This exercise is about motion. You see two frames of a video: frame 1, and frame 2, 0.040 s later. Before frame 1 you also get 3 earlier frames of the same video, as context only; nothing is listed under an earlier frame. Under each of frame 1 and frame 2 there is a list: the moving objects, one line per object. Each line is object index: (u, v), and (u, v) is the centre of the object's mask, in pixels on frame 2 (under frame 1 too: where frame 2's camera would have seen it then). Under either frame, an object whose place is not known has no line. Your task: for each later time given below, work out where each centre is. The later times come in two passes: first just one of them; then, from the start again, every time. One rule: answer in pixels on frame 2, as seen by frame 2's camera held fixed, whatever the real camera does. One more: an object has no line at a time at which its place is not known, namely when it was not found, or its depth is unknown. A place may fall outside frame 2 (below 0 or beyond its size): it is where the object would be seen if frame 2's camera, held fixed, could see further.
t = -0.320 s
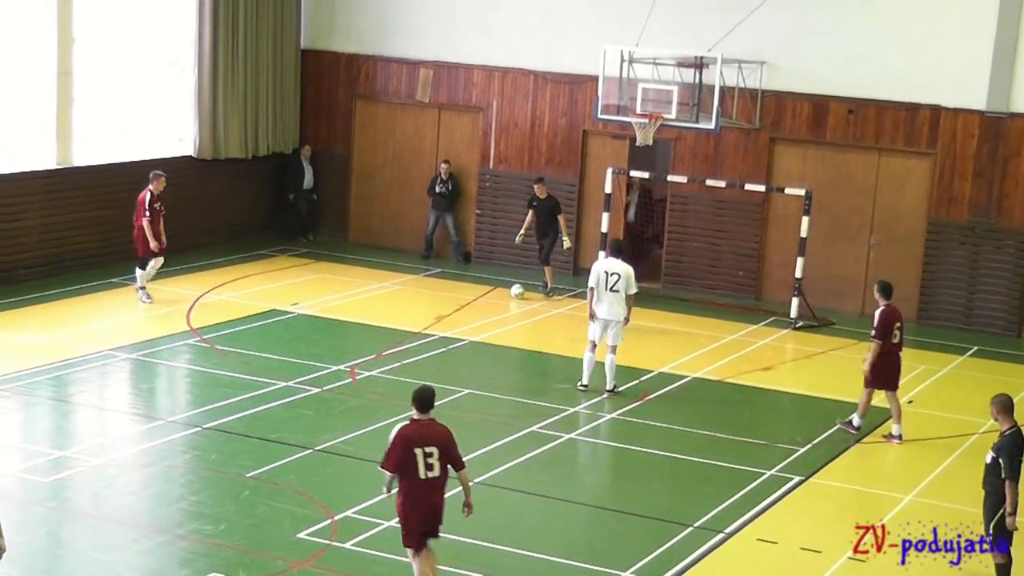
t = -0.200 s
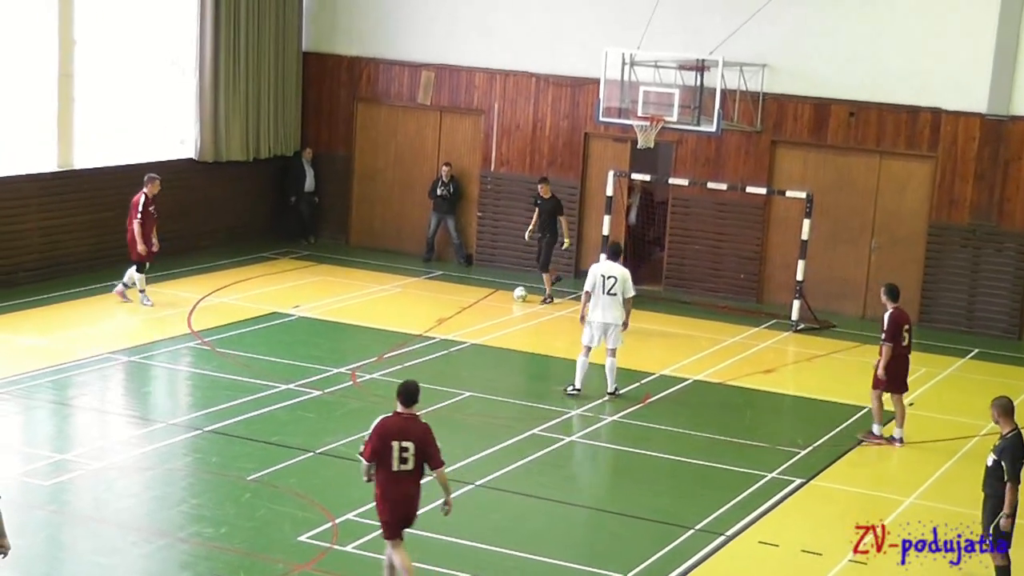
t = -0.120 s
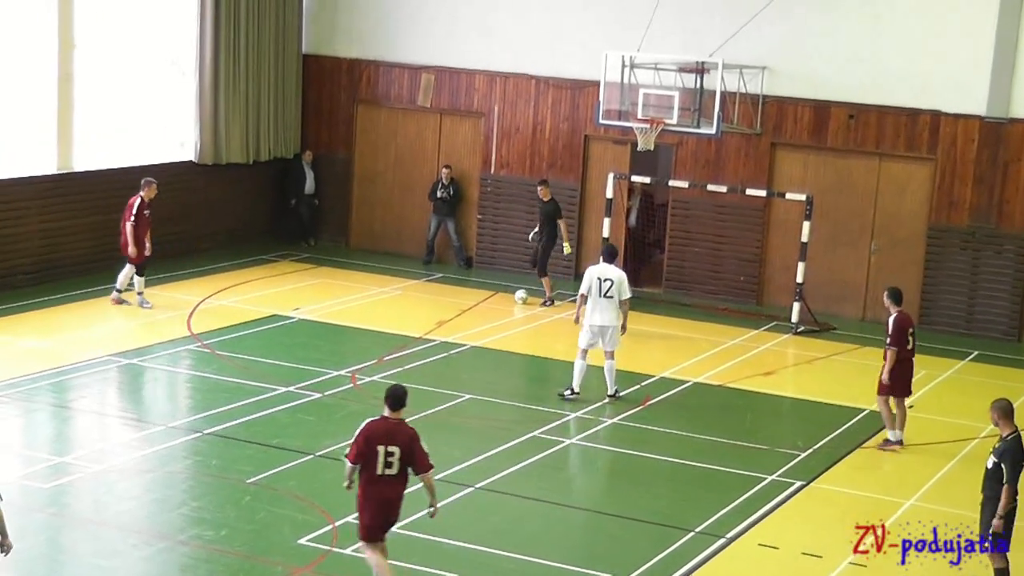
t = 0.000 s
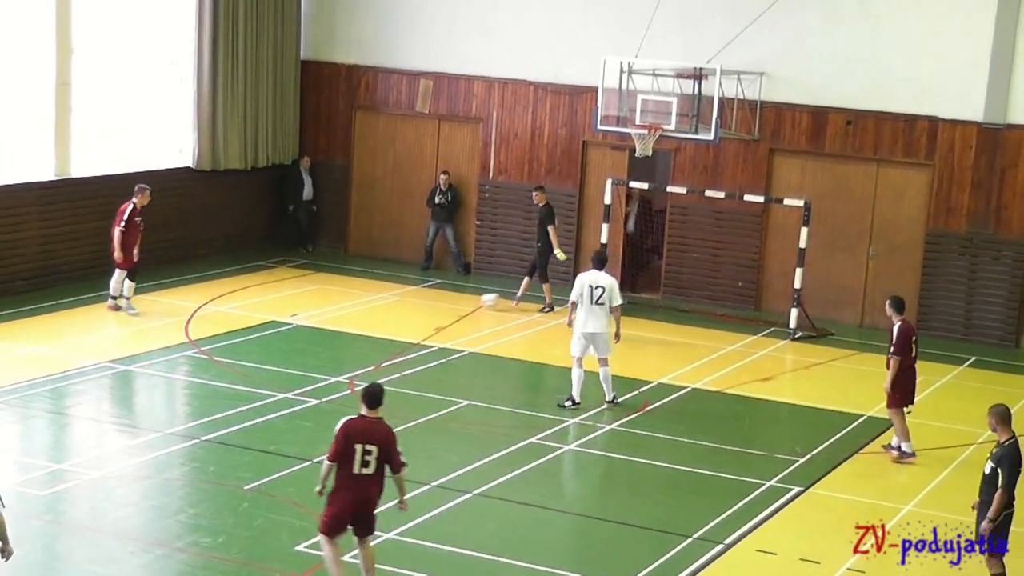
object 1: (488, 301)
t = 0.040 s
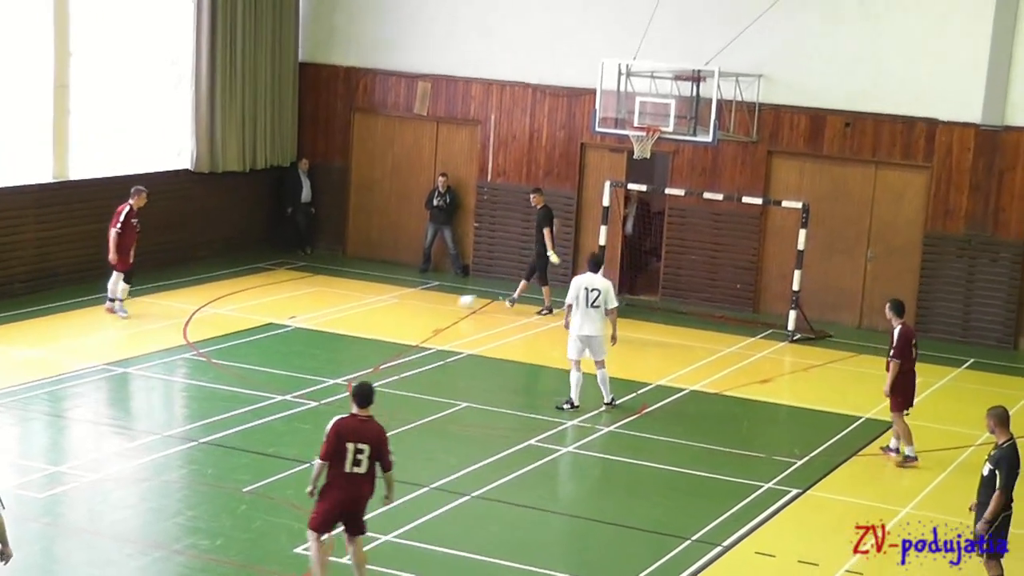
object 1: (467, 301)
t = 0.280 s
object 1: (346, 303)
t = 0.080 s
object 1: (445, 302)
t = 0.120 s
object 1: (425, 303)
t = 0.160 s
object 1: (404, 306)
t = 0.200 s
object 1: (383, 303)
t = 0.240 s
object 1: (365, 303)
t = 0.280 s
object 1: (346, 303)
